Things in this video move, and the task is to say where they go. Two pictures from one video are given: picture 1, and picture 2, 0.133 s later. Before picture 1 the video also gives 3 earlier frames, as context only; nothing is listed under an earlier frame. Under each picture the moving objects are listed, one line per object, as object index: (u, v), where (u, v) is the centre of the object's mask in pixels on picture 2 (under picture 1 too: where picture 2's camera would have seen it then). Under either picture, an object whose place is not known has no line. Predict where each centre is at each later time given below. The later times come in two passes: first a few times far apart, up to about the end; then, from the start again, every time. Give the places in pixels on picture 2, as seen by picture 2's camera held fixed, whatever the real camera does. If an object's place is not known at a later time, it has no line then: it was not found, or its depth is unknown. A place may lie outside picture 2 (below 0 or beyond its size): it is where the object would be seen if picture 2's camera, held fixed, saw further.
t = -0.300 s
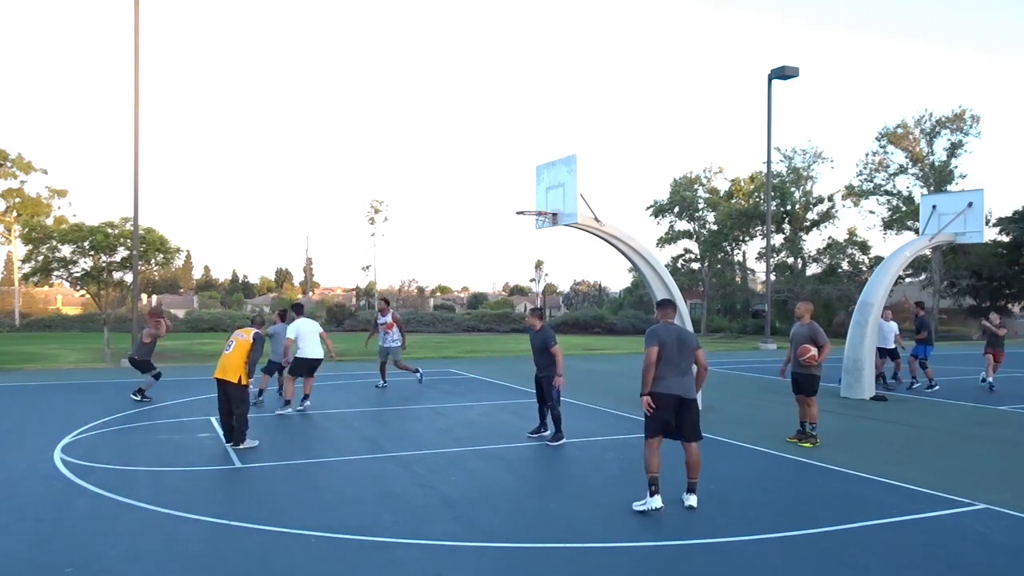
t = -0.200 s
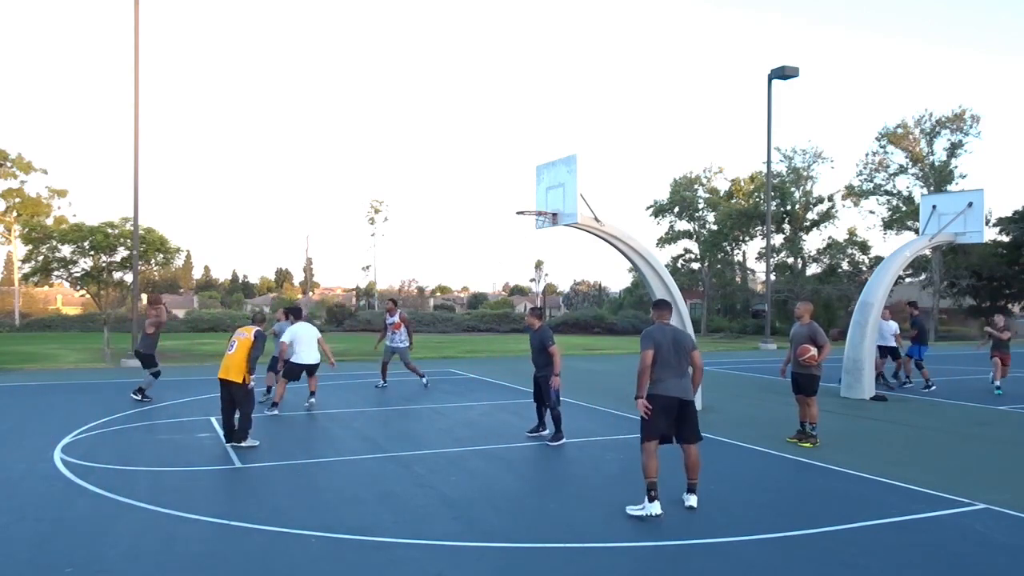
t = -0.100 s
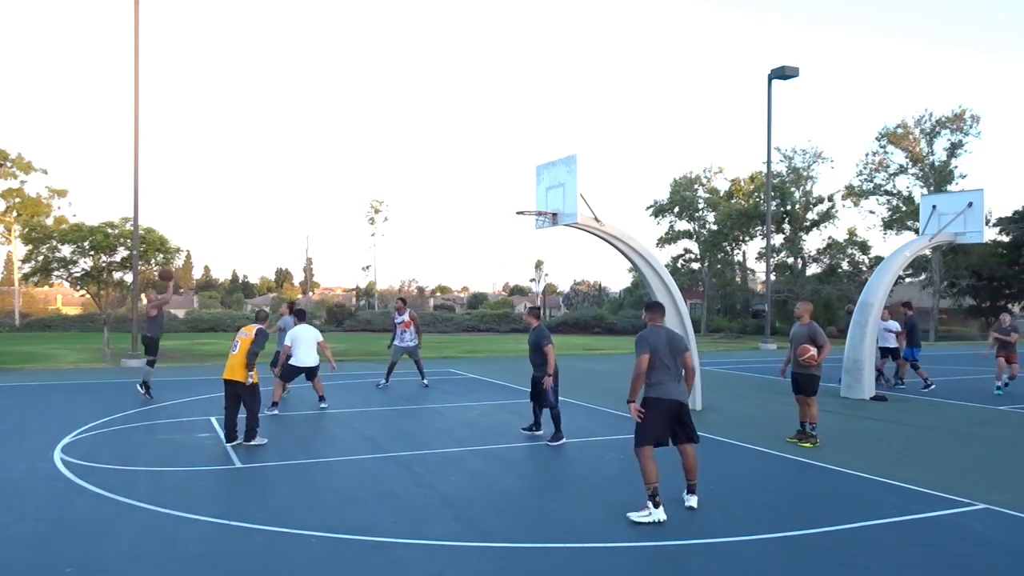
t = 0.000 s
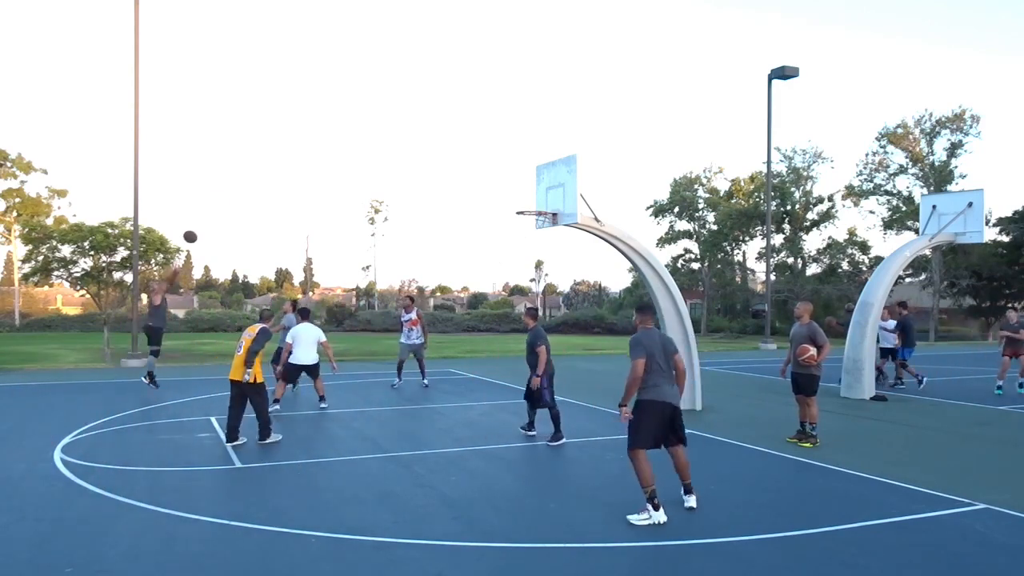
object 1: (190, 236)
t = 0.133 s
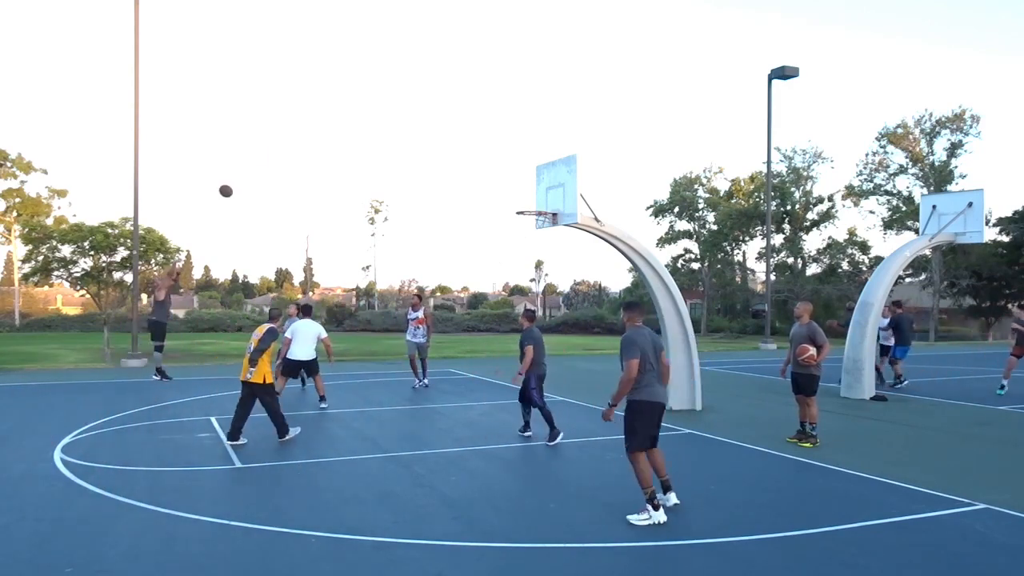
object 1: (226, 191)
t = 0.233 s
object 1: (252, 162)
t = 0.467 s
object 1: (314, 118)
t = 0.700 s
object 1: (378, 105)
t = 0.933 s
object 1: (445, 127)
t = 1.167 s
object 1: (513, 184)
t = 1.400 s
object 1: (536, 187)
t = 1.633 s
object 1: (495, 184)
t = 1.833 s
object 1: (462, 208)
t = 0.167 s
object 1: (234, 181)
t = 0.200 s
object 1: (243, 171)
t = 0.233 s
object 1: (252, 162)
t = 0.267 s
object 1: (261, 154)
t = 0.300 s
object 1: (270, 147)
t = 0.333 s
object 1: (278, 140)
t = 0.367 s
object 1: (288, 133)
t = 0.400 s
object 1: (296, 128)
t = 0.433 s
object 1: (305, 123)
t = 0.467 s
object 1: (314, 118)
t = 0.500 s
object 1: (323, 115)
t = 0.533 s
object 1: (332, 111)
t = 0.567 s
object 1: (342, 109)
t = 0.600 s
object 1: (351, 107)
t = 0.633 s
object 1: (360, 106)
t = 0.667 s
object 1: (369, 105)
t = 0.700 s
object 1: (378, 105)
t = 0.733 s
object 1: (388, 106)
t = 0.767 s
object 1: (397, 108)
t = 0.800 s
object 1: (406, 110)
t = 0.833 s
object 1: (416, 113)
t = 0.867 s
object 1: (425, 117)
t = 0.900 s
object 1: (435, 121)
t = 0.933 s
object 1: (445, 127)
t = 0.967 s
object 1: (454, 132)
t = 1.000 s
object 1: (464, 139)
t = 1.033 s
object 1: (474, 147)
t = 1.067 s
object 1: (484, 155)
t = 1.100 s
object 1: (494, 163)
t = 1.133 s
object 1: (503, 173)
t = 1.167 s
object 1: (513, 184)
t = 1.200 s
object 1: (524, 195)
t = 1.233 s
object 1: (533, 205)
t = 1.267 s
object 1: (537, 201)
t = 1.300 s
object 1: (540, 197)
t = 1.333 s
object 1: (543, 194)
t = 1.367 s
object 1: (542, 191)
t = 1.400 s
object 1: (536, 187)
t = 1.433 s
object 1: (530, 185)
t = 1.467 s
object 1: (524, 183)
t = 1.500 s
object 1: (518, 182)
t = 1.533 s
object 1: (512, 181)
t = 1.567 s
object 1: (507, 182)
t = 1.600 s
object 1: (501, 183)
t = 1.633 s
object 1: (495, 184)
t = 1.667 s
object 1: (490, 187)
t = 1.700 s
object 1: (484, 189)
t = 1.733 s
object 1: (479, 193)
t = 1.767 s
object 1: (473, 198)
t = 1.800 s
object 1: (468, 203)
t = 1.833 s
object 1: (462, 208)
